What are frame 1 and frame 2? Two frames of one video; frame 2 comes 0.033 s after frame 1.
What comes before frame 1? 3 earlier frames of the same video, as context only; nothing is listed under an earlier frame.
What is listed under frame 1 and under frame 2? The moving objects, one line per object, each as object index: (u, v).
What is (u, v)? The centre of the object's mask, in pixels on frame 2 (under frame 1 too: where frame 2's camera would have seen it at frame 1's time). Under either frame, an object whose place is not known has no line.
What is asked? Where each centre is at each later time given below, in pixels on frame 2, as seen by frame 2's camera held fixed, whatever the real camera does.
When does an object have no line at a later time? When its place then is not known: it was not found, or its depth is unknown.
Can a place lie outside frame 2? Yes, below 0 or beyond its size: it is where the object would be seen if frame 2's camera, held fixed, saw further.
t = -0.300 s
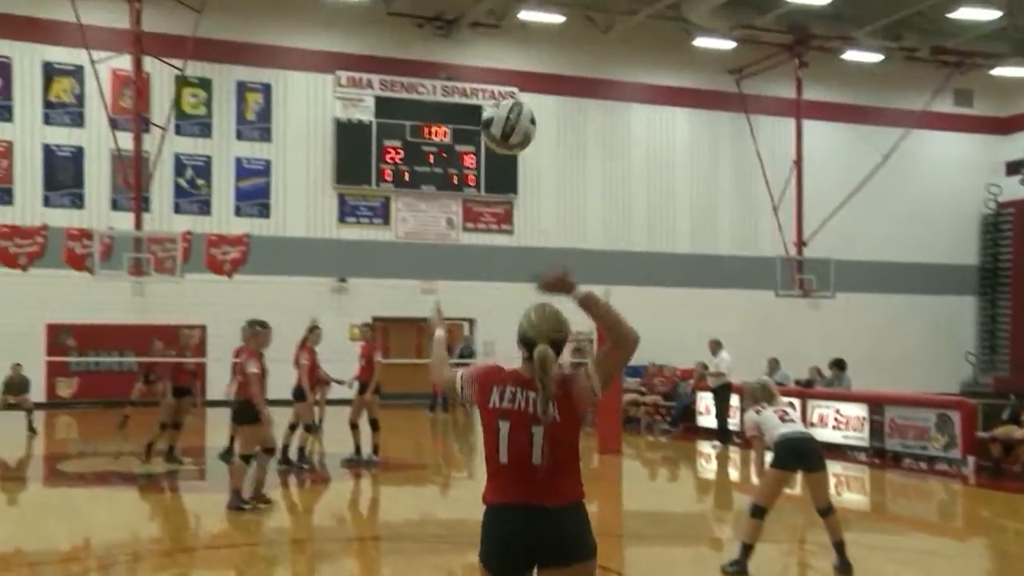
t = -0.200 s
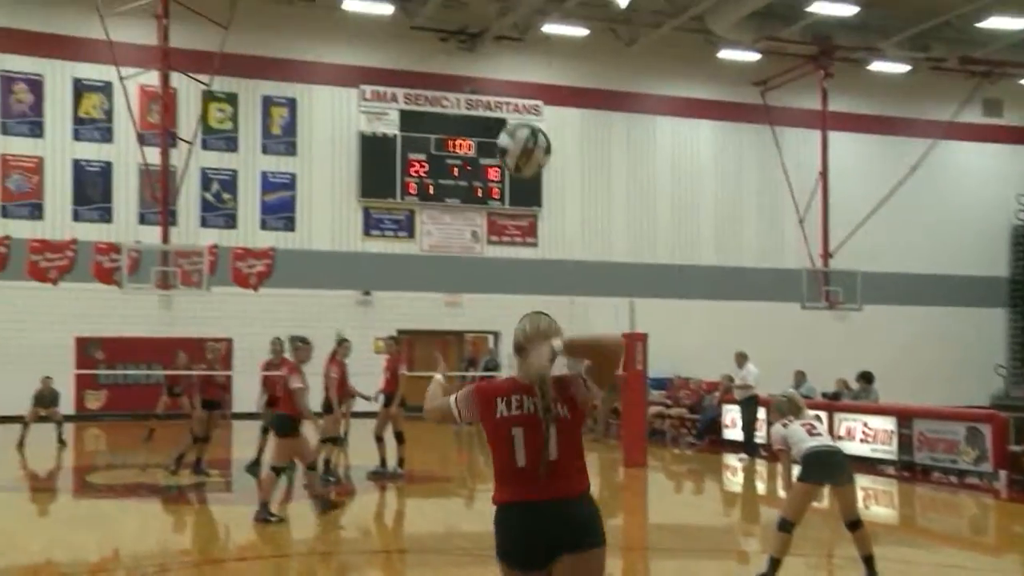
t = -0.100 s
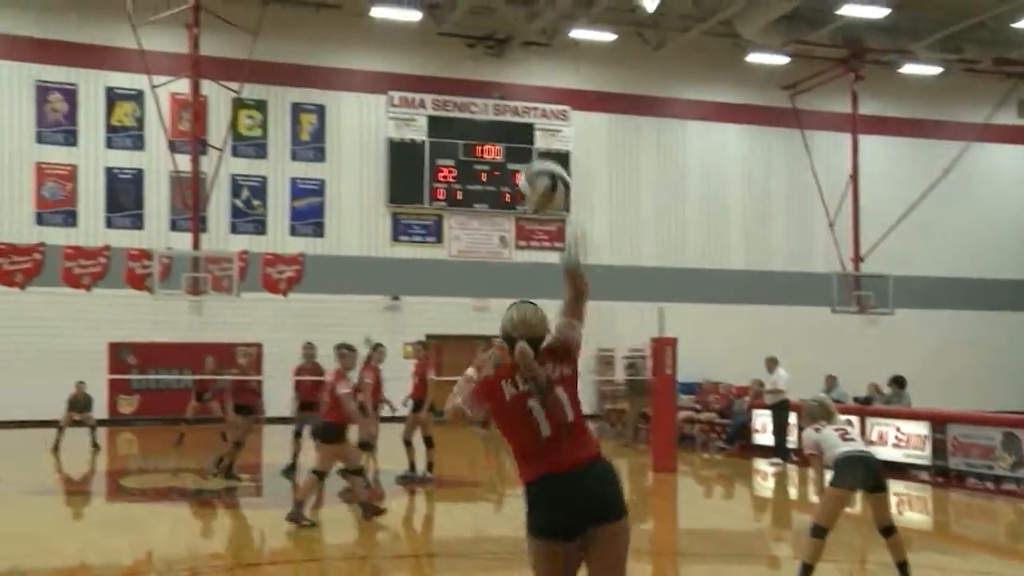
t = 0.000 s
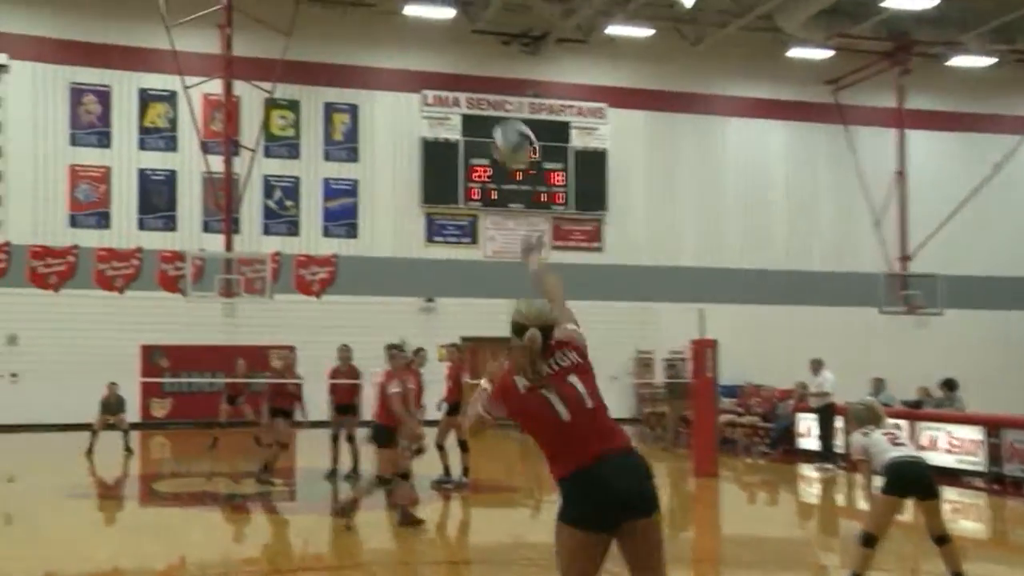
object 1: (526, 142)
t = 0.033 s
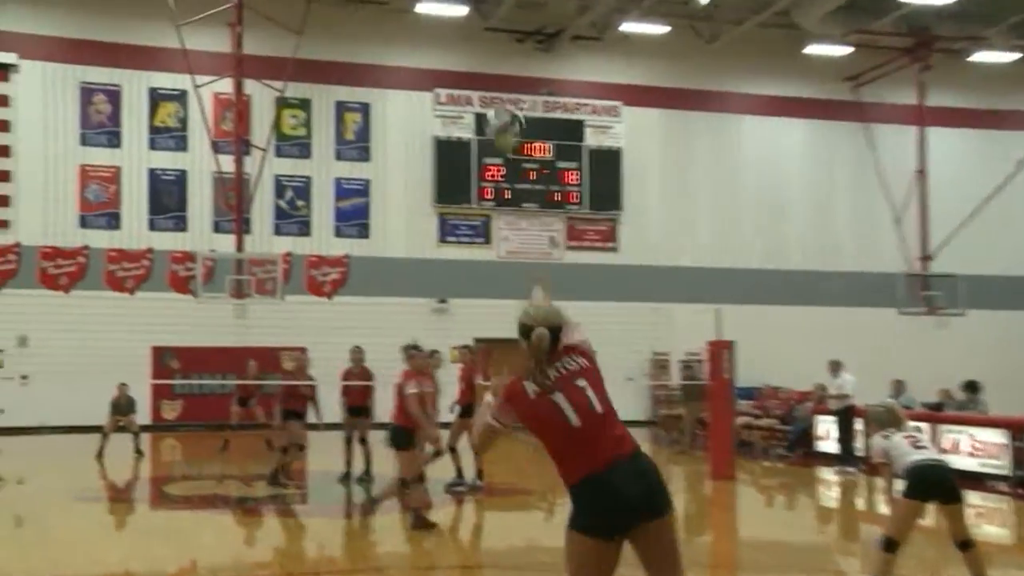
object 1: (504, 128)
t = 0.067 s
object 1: (484, 114)
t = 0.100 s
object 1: (469, 104)
